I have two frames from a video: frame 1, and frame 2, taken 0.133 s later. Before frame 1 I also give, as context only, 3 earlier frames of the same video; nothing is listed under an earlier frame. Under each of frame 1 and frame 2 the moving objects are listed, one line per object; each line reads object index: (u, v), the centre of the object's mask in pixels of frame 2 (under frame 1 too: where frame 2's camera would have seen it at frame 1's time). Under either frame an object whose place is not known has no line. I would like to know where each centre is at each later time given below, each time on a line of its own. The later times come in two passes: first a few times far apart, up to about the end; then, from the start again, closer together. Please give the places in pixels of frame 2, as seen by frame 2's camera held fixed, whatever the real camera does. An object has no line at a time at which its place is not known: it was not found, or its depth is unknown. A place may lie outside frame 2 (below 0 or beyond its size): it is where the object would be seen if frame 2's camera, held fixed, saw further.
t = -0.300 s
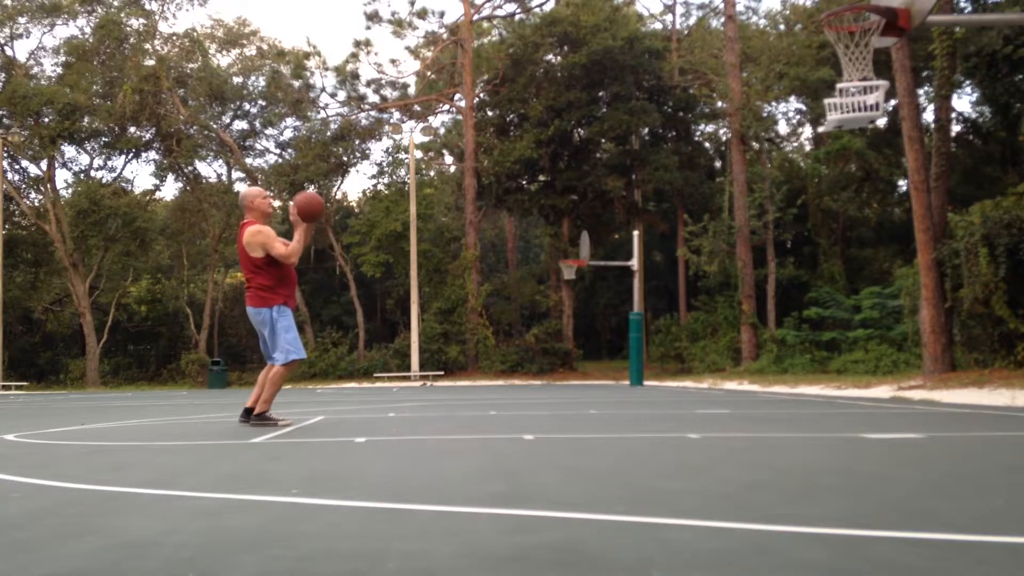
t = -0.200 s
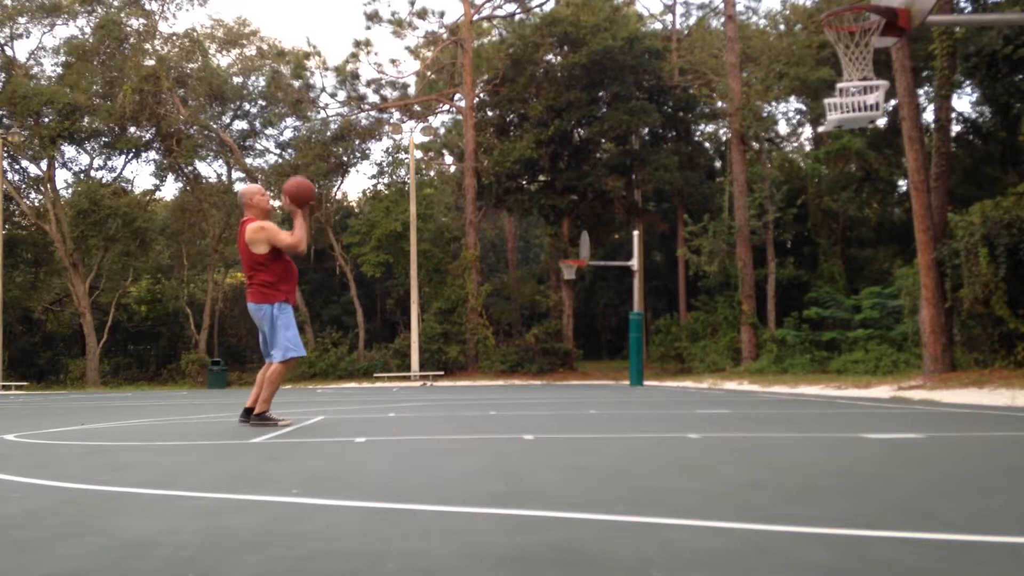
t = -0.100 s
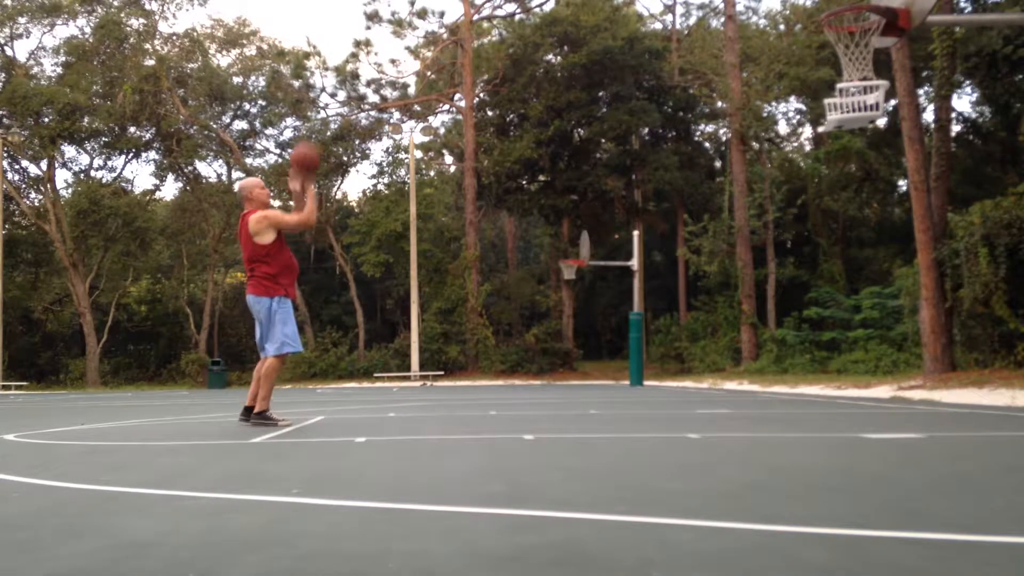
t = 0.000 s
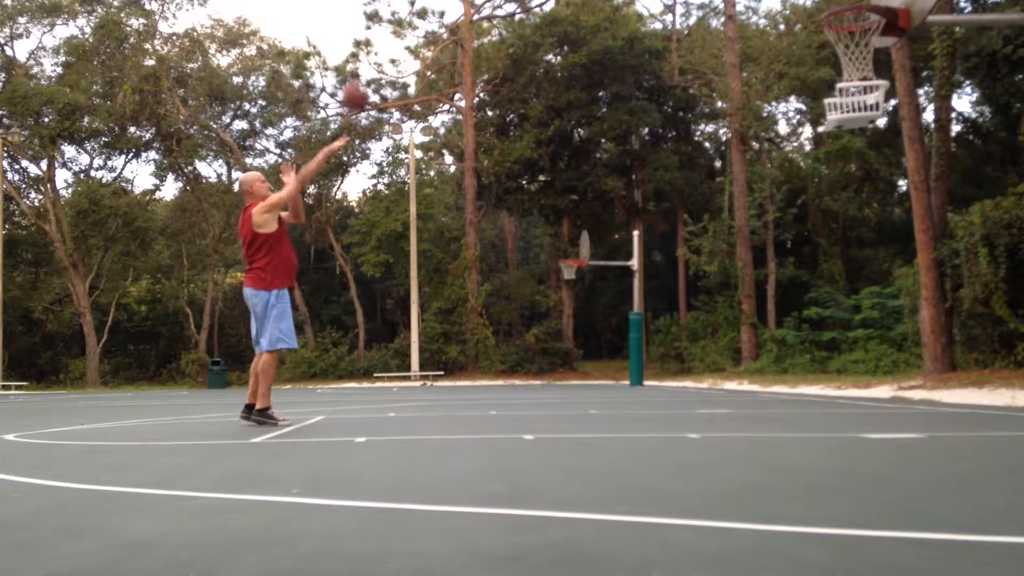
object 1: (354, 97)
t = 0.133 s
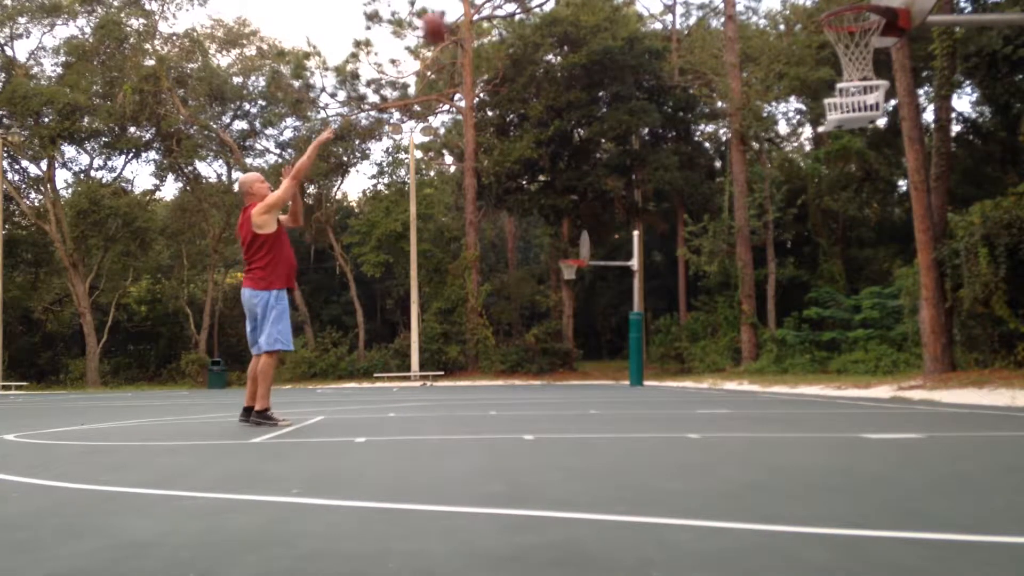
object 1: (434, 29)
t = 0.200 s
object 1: (474, 6)
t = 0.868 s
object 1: (862, 20)
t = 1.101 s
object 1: (833, 93)
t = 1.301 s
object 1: (798, 147)
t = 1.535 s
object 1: (756, 271)
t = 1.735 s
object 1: (721, 382)
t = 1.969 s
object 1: (674, 283)
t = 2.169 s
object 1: (636, 250)
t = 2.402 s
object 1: (592, 275)
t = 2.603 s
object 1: (556, 353)
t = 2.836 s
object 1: (512, 351)
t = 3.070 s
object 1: (472, 321)
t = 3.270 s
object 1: (436, 347)
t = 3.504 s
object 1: (395, 383)
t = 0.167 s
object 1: (454, 14)
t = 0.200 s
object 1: (474, 6)
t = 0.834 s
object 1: (846, 7)
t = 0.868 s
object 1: (862, 20)
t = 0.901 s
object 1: (873, 34)
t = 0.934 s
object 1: (870, 53)
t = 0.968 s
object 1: (858, 56)
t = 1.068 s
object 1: (836, 90)
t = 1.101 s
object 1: (833, 93)
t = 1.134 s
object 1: (828, 100)
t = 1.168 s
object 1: (824, 105)
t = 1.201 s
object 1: (818, 114)
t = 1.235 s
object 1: (812, 123)
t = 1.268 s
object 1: (806, 134)
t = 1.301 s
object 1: (798, 147)
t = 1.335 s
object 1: (792, 159)
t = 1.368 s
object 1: (785, 174)
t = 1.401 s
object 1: (779, 190)
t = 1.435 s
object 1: (773, 209)
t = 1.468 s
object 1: (768, 229)
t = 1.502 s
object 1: (762, 249)
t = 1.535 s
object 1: (756, 271)
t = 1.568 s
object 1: (751, 296)
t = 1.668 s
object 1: (735, 373)
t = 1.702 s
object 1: (728, 403)
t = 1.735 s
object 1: (721, 382)
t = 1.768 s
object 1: (714, 363)
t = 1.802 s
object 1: (706, 346)
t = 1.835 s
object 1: (700, 331)
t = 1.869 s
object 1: (694, 317)
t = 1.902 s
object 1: (687, 304)
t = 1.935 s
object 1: (681, 293)
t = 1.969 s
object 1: (674, 283)
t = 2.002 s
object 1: (668, 274)
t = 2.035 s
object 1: (662, 268)
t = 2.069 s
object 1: (655, 260)
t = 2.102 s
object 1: (650, 255)
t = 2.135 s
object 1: (642, 252)
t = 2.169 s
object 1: (636, 250)
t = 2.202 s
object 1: (629, 250)
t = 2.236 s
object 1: (622, 251)
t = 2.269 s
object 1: (616, 252)
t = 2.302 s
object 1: (611, 256)
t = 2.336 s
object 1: (604, 262)
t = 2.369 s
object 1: (597, 267)
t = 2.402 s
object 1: (592, 275)
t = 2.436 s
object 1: (586, 285)
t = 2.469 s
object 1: (579, 294)
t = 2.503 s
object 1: (573, 308)
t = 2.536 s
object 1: (567, 322)
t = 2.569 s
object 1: (561, 339)
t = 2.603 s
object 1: (556, 353)
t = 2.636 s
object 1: (549, 372)
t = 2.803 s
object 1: (519, 361)
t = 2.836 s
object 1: (512, 351)
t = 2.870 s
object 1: (507, 342)
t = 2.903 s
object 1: (501, 335)
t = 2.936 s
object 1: (495, 330)
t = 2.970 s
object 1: (490, 326)
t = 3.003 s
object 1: (484, 323)
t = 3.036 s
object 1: (478, 321)
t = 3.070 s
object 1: (472, 321)
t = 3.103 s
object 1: (465, 321)
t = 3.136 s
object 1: (460, 324)
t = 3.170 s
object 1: (454, 328)
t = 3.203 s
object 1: (449, 333)
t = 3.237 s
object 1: (442, 340)
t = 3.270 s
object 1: (436, 347)
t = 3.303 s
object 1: (431, 357)
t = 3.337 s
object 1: (426, 369)
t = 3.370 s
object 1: (419, 385)
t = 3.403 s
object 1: (412, 400)
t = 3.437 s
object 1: (406, 404)
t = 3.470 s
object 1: (401, 393)
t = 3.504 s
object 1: (395, 383)
